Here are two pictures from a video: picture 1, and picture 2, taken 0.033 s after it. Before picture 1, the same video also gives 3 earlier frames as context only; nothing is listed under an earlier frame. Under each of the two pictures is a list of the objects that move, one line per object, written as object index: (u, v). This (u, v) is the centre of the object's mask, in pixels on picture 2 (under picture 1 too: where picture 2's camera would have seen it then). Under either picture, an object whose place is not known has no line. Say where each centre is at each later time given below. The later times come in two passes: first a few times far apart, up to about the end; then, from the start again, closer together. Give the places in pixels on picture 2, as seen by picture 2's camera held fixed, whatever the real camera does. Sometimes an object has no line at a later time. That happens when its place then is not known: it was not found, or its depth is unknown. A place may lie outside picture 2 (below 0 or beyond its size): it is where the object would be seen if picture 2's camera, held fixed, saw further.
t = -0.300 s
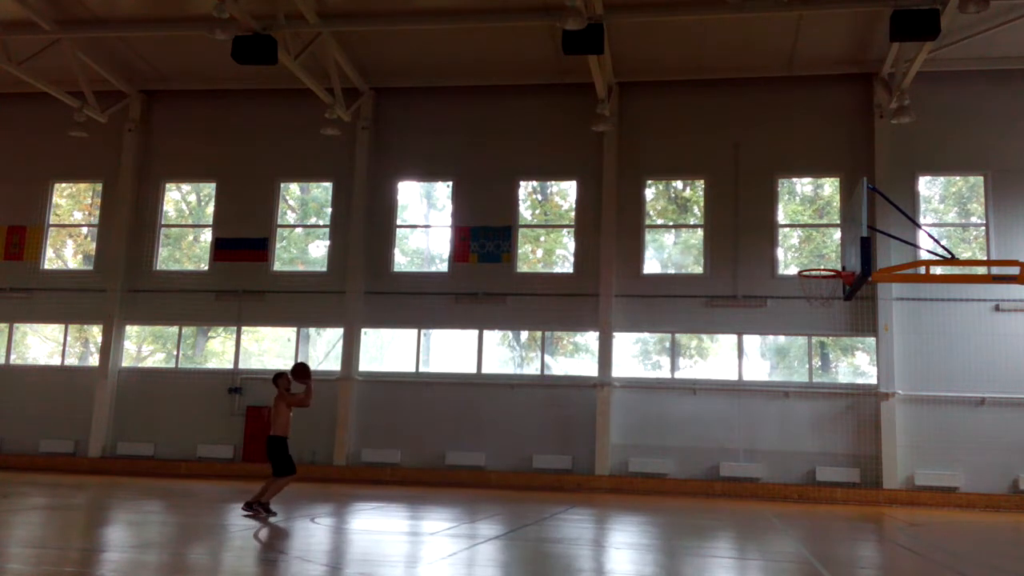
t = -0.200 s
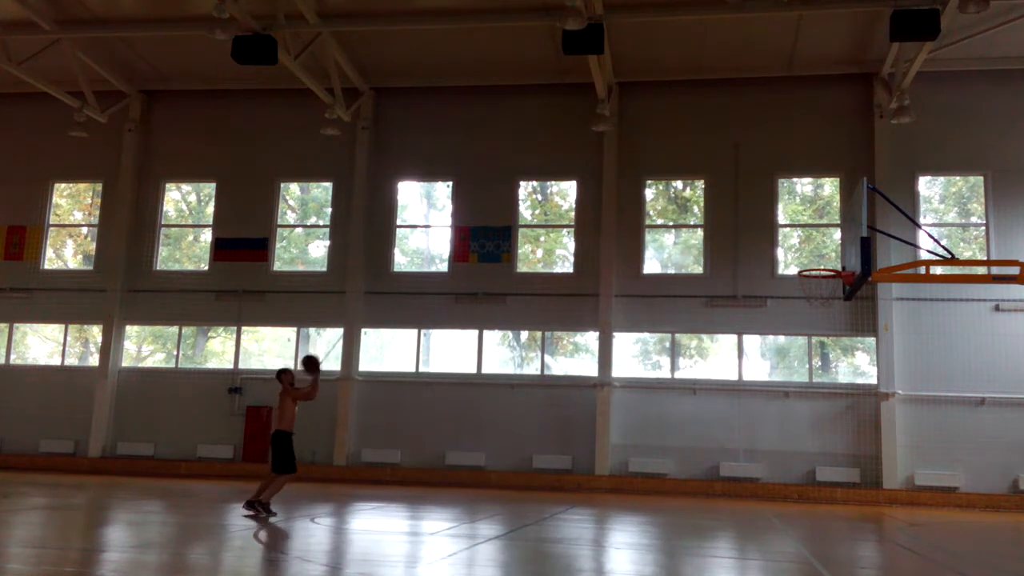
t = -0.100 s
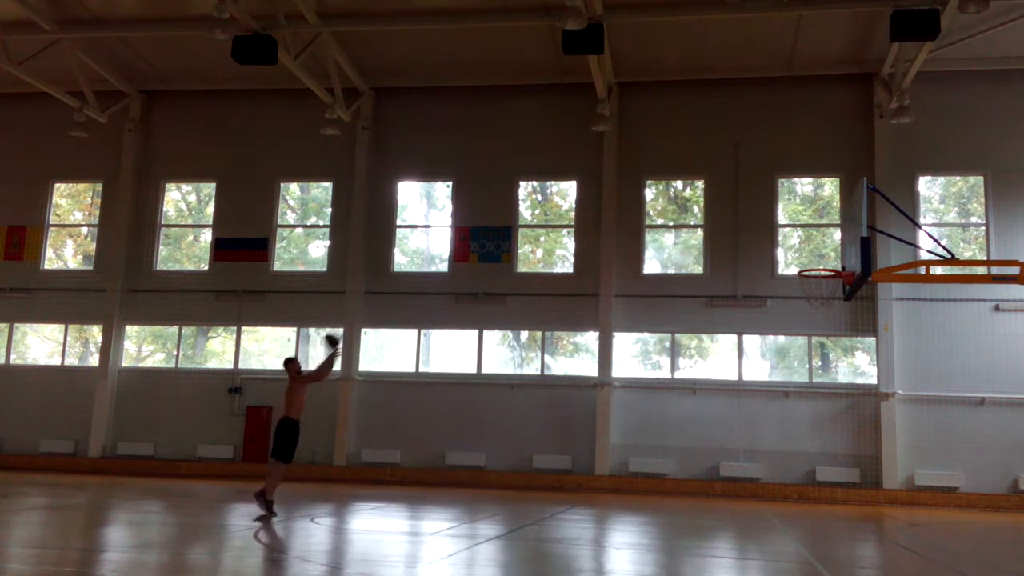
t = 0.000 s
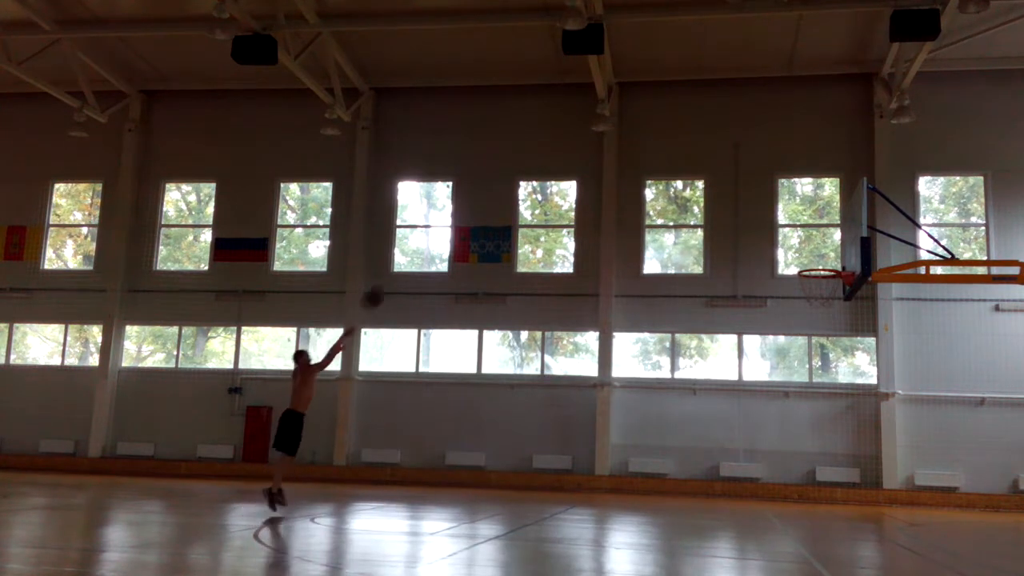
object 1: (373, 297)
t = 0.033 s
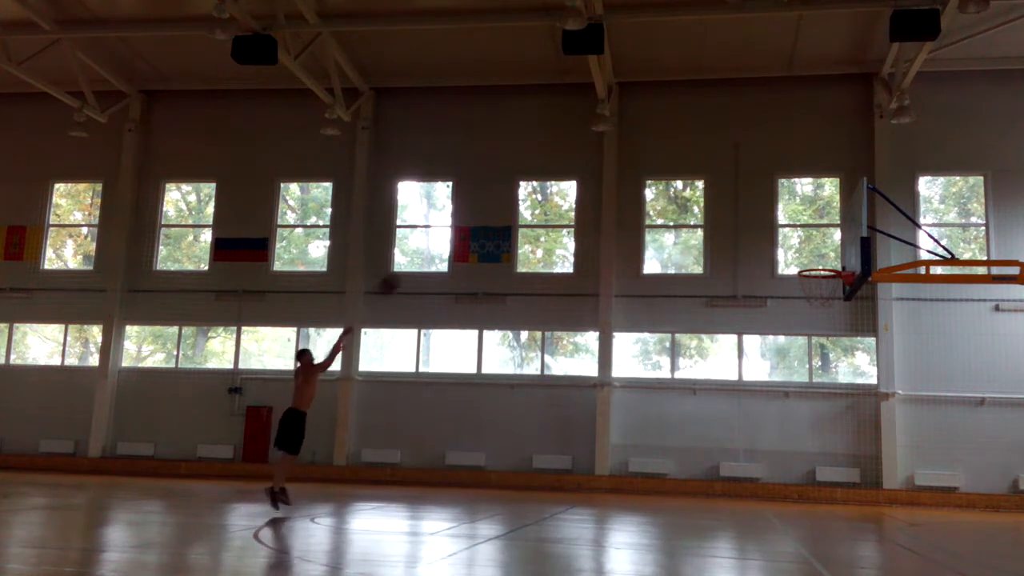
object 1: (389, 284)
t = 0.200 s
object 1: (463, 233)
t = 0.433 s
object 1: (561, 189)
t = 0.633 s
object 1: (643, 184)
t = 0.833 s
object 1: (732, 212)
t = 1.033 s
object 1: (824, 272)
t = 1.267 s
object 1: (836, 348)
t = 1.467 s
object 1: (837, 442)
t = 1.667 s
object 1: (830, 505)
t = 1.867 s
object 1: (800, 439)
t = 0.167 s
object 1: (450, 239)
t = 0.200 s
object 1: (463, 233)
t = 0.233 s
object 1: (477, 221)
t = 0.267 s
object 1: (491, 214)
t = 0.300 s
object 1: (504, 208)
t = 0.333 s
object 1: (517, 203)
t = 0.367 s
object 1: (534, 196)
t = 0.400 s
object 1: (546, 193)
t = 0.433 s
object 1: (561, 189)
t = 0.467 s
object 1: (578, 186)
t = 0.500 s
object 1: (591, 184)
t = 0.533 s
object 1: (603, 183)
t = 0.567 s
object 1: (618, 183)
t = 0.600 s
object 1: (634, 184)
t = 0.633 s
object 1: (643, 184)
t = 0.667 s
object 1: (660, 187)
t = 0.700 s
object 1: (674, 190)
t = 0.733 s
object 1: (688, 194)
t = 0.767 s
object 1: (705, 200)
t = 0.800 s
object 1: (718, 206)
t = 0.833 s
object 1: (732, 212)
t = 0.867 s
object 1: (746, 219)
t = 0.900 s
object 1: (760, 227)
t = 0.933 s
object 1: (773, 236)
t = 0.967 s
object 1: (791, 248)
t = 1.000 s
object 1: (805, 258)
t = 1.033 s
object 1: (824, 272)
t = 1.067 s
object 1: (831, 284)
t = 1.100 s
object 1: (835, 294)
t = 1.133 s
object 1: (836, 305)
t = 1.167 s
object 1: (836, 314)
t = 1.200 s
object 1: (835, 324)
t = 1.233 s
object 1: (835, 335)
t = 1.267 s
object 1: (836, 348)
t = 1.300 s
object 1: (835, 361)
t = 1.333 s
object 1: (836, 377)
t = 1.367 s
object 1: (836, 392)
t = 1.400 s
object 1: (837, 407)
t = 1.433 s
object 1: (837, 423)
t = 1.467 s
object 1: (837, 442)
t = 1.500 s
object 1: (838, 460)
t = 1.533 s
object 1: (839, 483)
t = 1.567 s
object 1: (840, 503)
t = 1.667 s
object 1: (830, 505)
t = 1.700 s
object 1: (825, 492)
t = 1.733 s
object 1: (820, 479)
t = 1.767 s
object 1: (815, 467)
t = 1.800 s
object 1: (809, 457)
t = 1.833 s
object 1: (805, 447)
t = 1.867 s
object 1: (800, 439)
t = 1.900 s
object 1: (795, 432)
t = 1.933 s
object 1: (790, 425)
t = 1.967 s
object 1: (785, 420)
